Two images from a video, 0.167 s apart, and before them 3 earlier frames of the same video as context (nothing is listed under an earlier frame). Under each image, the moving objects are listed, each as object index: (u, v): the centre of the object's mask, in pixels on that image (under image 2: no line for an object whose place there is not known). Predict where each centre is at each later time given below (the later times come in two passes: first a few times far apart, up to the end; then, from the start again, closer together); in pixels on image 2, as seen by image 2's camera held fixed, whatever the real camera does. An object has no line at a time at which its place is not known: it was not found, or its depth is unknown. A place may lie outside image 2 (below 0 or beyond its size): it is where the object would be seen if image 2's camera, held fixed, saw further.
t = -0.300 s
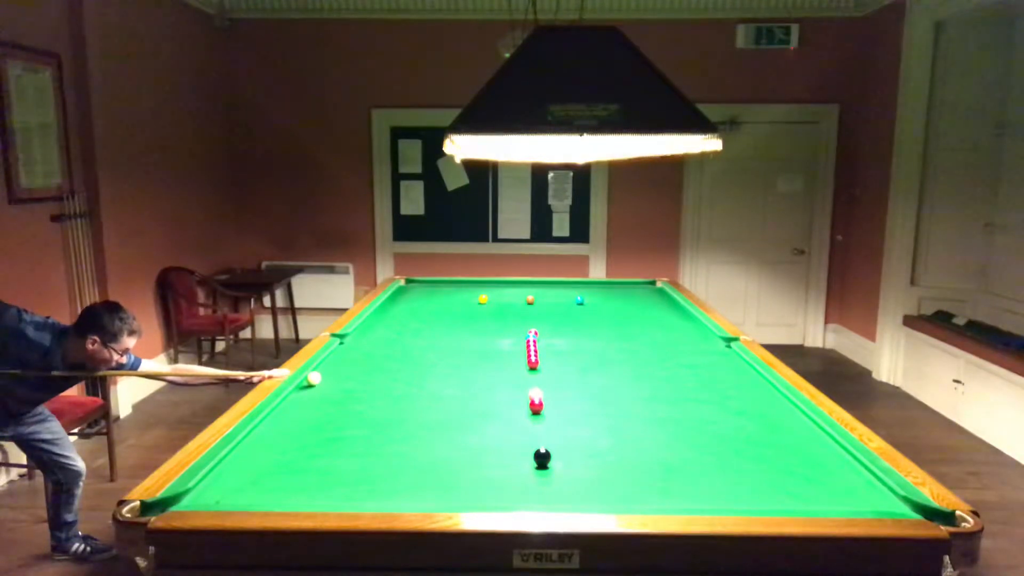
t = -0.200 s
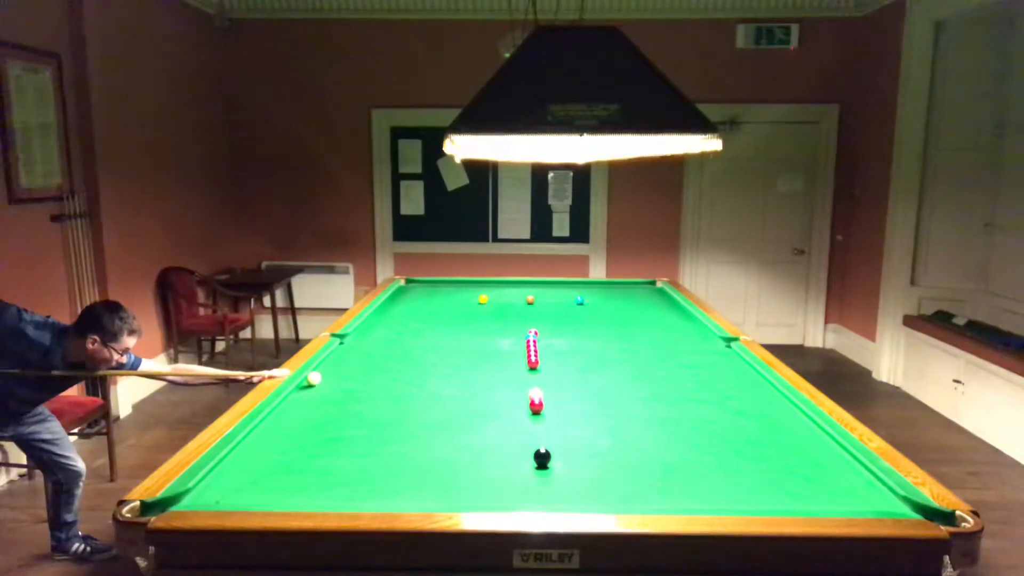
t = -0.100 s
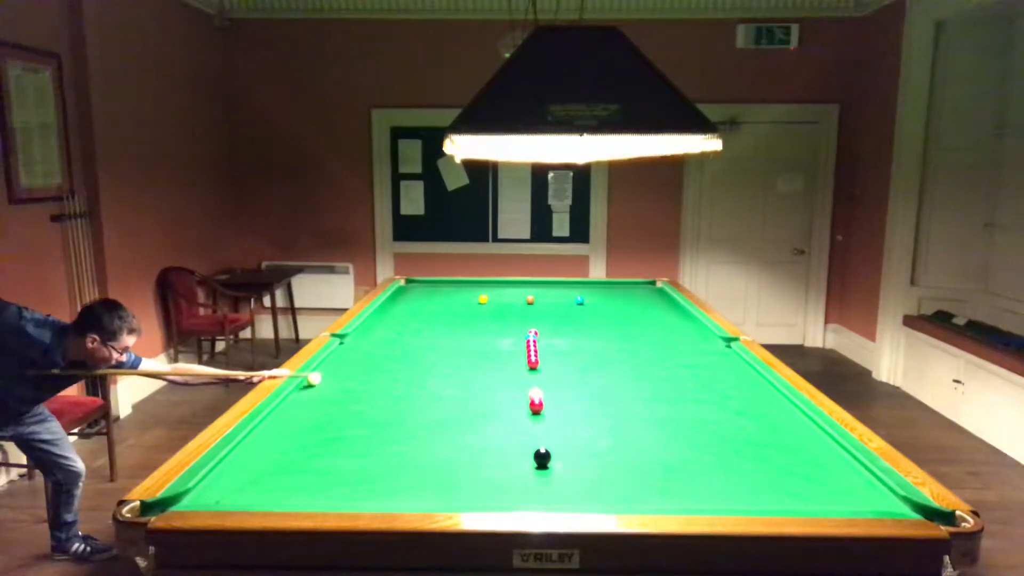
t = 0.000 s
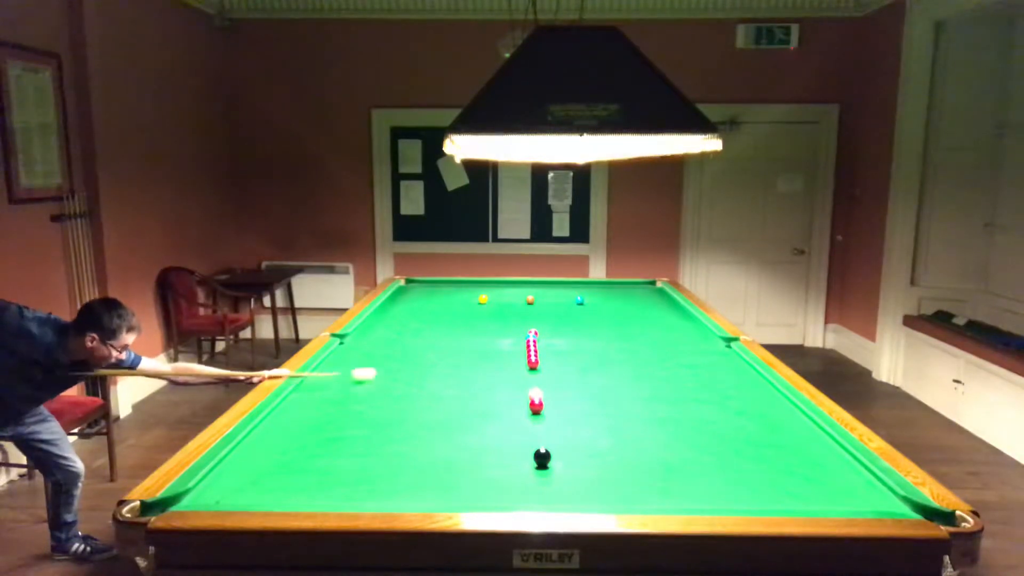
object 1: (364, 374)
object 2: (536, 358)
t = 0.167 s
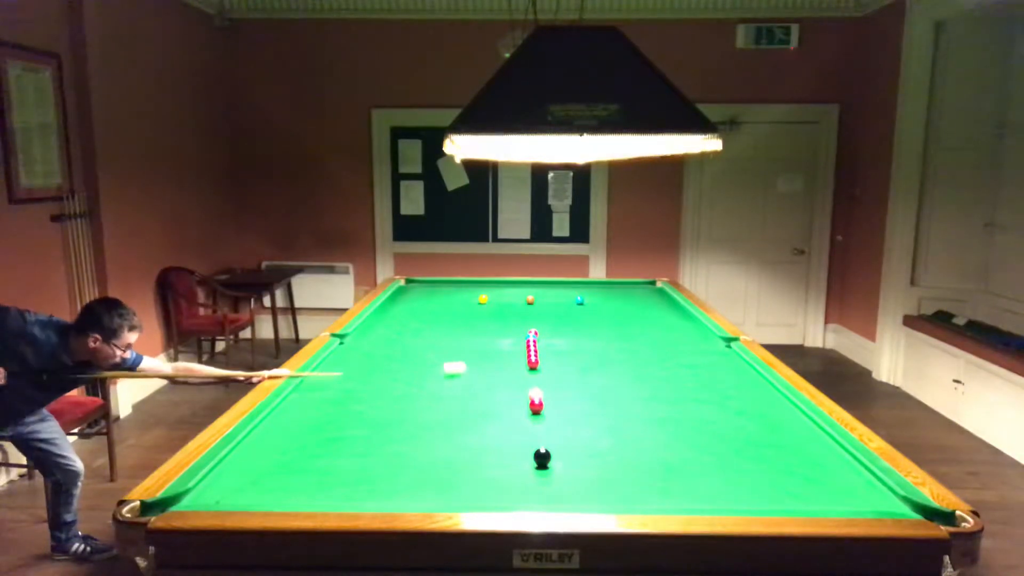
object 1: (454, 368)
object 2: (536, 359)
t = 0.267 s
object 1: (506, 364)
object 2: (538, 360)
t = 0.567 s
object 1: (555, 366)
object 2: (625, 351)
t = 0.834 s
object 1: (597, 367)
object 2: (691, 344)
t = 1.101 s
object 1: (637, 368)
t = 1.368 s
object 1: (676, 368)
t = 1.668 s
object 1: (717, 370)
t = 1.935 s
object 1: (751, 371)
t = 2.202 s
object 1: (728, 371)
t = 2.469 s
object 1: (707, 371)
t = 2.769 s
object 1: (685, 371)
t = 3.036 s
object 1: (667, 371)
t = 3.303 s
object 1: (651, 371)
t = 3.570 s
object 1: (638, 370)
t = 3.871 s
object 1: (625, 370)
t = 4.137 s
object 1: (616, 370)
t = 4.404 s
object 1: (609, 370)
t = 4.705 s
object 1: (603, 370)
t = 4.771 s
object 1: (602, 370)
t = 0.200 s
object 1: (472, 367)
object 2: (537, 359)
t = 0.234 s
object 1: (489, 365)
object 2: (537, 360)
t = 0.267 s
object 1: (506, 364)
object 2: (538, 360)
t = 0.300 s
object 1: (519, 364)
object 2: (541, 360)
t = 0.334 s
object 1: (524, 365)
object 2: (548, 360)
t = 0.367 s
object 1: (526, 365)
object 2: (561, 359)
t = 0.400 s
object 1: (530, 365)
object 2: (573, 357)
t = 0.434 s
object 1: (534, 365)
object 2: (585, 355)
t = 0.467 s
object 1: (540, 365)
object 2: (596, 354)
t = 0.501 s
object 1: (545, 365)
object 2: (606, 353)
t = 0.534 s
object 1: (550, 366)
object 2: (616, 352)
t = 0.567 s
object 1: (555, 366)
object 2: (625, 351)
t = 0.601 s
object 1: (561, 366)
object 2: (632, 350)
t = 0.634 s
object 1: (566, 366)
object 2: (642, 349)
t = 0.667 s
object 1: (571, 366)
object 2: (650, 348)
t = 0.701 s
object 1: (577, 366)
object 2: (658, 347)
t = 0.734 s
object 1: (581, 366)
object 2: (667, 346)
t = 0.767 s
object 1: (587, 367)
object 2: (674, 346)
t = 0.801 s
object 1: (592, 367)
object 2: (683, 345)
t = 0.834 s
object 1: (597, 367)
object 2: (691, 344)
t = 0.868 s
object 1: (602, 367)
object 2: (702, 343)
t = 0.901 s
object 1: (607, 367)
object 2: (706, 342)
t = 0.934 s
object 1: (612, 367)
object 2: (714, 341)
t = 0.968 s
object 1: (618, 367)
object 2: (721, 341)
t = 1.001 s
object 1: (622, 368)
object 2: (728, 340)
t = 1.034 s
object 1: (627, 368)
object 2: (731, 342)
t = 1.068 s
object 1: (632, 368)
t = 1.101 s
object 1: (637, 368)
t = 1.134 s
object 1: (642, 368)
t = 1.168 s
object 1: (646, 368)
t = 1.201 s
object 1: (651, 368)
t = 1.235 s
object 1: (656, 368)
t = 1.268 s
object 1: (661, 368)
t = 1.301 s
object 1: (666, 368)
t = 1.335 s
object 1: (671, 368)
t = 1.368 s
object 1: (676, 368)
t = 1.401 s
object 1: (680, 368)
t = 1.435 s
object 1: (685, 369)
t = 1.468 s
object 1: (689, 369)
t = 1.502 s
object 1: (694, 369)
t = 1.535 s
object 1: (699, 369)
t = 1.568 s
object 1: (703, 370)
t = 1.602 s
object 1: (708, 370)
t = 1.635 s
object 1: (712, 370)
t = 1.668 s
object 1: (717, 370)
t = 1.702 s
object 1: (721, 370)
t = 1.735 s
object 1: (726, 370)
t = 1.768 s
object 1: (730, 370)
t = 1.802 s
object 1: (734, 370)
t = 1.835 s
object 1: (739, 371)
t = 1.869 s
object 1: (743, 371)
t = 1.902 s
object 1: (748, 371)
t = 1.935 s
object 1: (751, 371)
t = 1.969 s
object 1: (750, 371)
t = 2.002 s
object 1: (746, 371)
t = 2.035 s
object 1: (743, 371)
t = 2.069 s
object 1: (740, 371)
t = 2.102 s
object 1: (737, 371)
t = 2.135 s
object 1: (734, 371)
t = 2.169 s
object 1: (731, 371)
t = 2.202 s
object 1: (728, 371)
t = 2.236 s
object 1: (726, 371)
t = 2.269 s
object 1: (722, 371)
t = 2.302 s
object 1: (720, 371)
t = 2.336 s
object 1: (717, 371)
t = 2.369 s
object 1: (714, 371)
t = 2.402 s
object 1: (712, 371)
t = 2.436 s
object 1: (709, 371)
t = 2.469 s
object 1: (707, 371)
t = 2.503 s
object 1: (704, 371)
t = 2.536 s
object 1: (702, 371)
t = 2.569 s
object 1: (699, 371)
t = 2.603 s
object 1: (696, 371)
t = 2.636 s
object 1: (694, 371)
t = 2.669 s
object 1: (692, 371)
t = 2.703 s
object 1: (689, 371)
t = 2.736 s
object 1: (687, 371)
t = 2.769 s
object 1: (685, 371)
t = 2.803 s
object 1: (683, 371)
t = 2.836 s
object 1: (680, 371)
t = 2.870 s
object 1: (677, 371)
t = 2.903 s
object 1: (675, 371)
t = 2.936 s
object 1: (673, 371)
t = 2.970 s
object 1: (671, 371)
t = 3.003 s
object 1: (669, 370)
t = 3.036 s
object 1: (667, 371)
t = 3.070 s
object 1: (665, 371)
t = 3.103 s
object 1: (663, 370)
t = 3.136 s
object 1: (661, 371)
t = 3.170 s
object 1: (659, 371)
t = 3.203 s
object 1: (657, 371)
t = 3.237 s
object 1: (655, 371)
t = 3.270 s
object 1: (654, 371)
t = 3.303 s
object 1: (651, 371)
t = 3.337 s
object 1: (650, 371)
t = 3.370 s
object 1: (648, 371)
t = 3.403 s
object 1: (648, 371)
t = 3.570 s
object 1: (638, 370)
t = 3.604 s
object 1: (637, 370)
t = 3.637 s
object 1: (636, 371)
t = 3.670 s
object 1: (634, 371)
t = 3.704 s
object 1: (633, 371)
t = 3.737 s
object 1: (631, 371)
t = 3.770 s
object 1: (629, 371)
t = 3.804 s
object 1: (629, 371)
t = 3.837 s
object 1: (626, 370)
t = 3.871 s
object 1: (625, 370)
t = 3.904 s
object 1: (624, 370)
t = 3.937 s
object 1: (623, 370)
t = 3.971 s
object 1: (622, 370)
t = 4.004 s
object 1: (621, 370)
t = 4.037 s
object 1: (620, 370)
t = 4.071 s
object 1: (619, 370)
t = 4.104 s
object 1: (616, 370)
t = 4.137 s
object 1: (616, 370)
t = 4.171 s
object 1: (615, 370)
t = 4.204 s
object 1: (614, 370)
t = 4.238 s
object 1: (612, 370)
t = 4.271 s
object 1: (612, 370)
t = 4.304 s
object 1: (612, 370)
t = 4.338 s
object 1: (611, 370)
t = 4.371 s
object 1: (610, 370)
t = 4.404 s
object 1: (609, 370)
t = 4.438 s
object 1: (608, 370)
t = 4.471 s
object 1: (607, 370)
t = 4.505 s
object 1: (607, 370)
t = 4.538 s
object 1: (606, 370)
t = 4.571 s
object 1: (605, 370)
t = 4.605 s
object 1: (605, 370)
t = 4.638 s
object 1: (604, 370)
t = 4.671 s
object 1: (603, 370)
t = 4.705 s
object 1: (603, 370)
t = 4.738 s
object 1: (603, 370)
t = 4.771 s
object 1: (602, 370)
